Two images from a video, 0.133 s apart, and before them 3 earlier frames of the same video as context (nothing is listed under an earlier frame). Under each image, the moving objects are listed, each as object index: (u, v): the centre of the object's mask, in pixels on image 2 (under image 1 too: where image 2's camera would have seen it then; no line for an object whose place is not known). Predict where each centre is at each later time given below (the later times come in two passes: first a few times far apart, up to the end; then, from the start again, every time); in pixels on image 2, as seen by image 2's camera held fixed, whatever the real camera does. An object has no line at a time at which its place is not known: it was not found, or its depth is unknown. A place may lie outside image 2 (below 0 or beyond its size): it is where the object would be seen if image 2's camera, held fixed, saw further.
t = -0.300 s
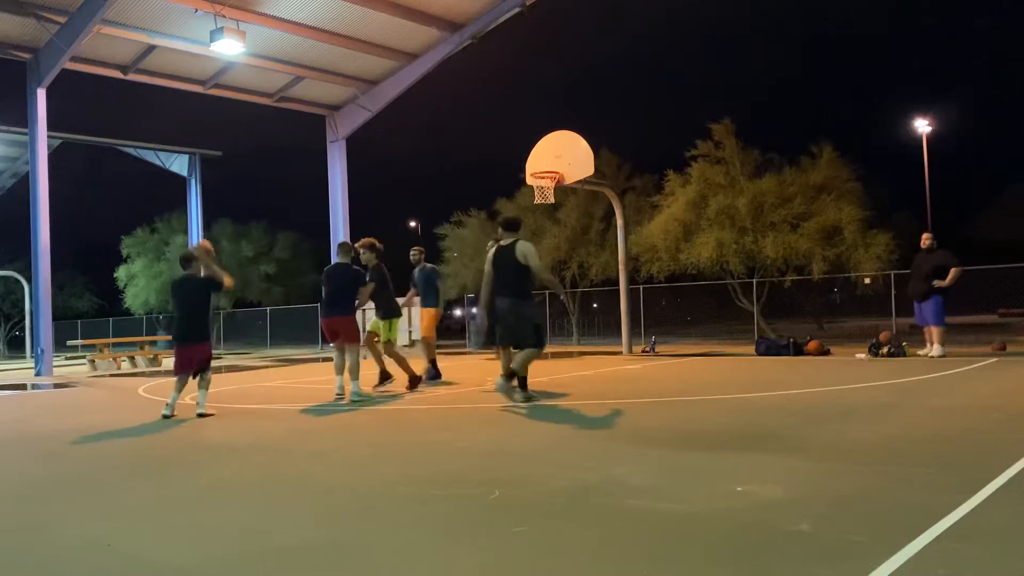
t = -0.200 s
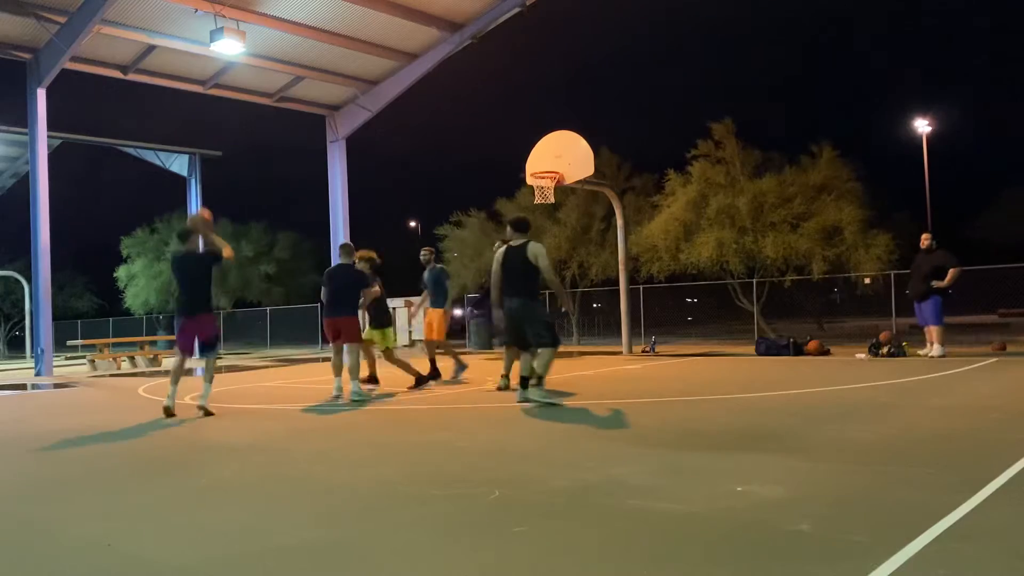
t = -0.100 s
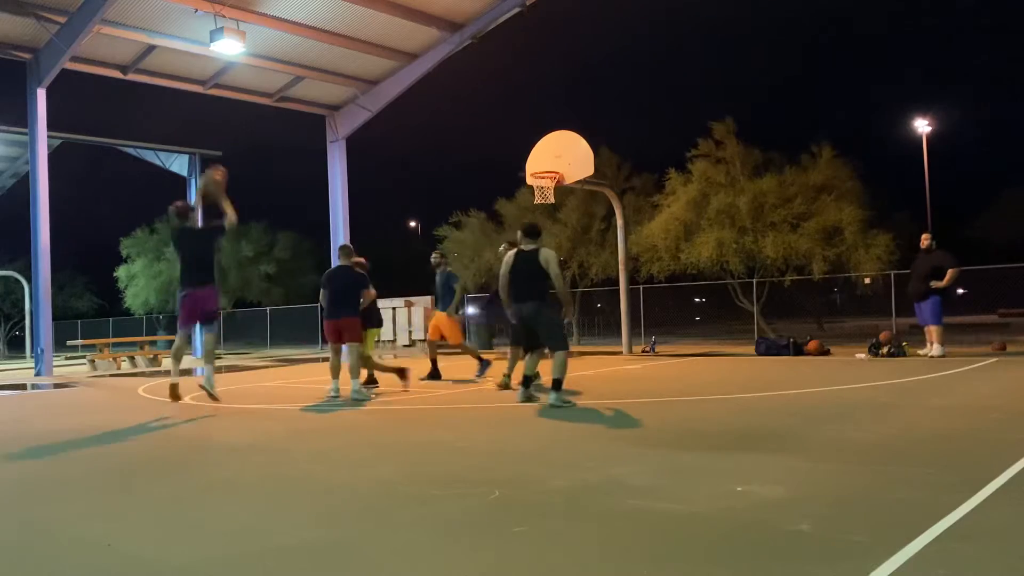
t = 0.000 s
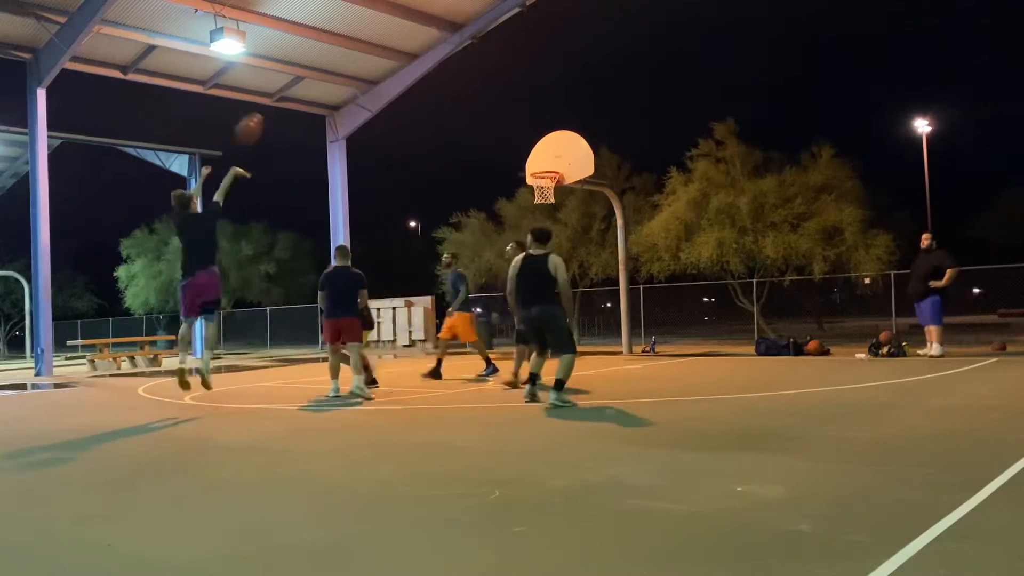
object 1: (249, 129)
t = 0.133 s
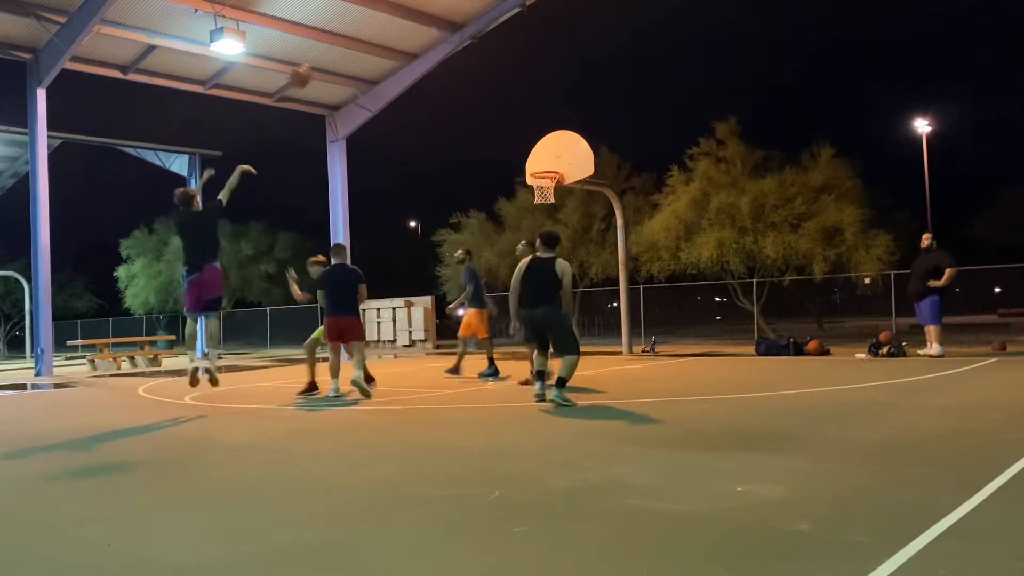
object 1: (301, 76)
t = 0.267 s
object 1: (344, 46)
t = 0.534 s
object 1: (419, 35)
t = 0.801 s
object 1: (480, 74)
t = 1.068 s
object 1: (531, 148)
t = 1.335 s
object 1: (539, 161)
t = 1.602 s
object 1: (501, 175)
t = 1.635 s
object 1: (496, 180)
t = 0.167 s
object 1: (310, 68)
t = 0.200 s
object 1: (322, 59)
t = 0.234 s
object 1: (333, 52)
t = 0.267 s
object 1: (344, 46)
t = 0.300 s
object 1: (355, 41)
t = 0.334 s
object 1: (365, 36)
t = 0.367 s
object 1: (374, 34)
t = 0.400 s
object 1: (383, 33)
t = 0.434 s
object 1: (393, 32)
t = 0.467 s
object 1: (402, 33)
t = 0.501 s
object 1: (410, 33)
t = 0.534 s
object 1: (419, 35)
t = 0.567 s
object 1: (427, 38)
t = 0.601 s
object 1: (434, 40)
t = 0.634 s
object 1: (443, 44)
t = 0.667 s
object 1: (451, 49)
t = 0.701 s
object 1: (458, 55)
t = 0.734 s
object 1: (465, 61)
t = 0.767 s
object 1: (472, 67)
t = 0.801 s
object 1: (480, 74)
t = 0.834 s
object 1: (487, 82)
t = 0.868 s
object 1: (494, 91)
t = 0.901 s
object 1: (501, 100)
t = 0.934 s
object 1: (507, 109)
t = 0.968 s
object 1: (514, 119)
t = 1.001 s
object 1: (520, 129)
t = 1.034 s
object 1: (526, 140)
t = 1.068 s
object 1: (531, 148)
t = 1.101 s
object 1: (538, 161)
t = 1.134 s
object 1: (542, 165)
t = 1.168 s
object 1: (545, 165)
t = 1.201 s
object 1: (549, 165)
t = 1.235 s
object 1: (553, 166)
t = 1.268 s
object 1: (548, 163)
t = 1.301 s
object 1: (544, 162)
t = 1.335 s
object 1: (539, 161)
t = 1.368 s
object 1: (534, 160)
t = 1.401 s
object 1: (529, 160)
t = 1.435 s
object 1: (524, 161)
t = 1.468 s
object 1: (519, 162)
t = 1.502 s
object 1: (516, 165)
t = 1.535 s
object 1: (511, 167)
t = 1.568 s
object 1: (506, 171)
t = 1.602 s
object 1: (501, 175)
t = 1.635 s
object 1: (496, 180)
